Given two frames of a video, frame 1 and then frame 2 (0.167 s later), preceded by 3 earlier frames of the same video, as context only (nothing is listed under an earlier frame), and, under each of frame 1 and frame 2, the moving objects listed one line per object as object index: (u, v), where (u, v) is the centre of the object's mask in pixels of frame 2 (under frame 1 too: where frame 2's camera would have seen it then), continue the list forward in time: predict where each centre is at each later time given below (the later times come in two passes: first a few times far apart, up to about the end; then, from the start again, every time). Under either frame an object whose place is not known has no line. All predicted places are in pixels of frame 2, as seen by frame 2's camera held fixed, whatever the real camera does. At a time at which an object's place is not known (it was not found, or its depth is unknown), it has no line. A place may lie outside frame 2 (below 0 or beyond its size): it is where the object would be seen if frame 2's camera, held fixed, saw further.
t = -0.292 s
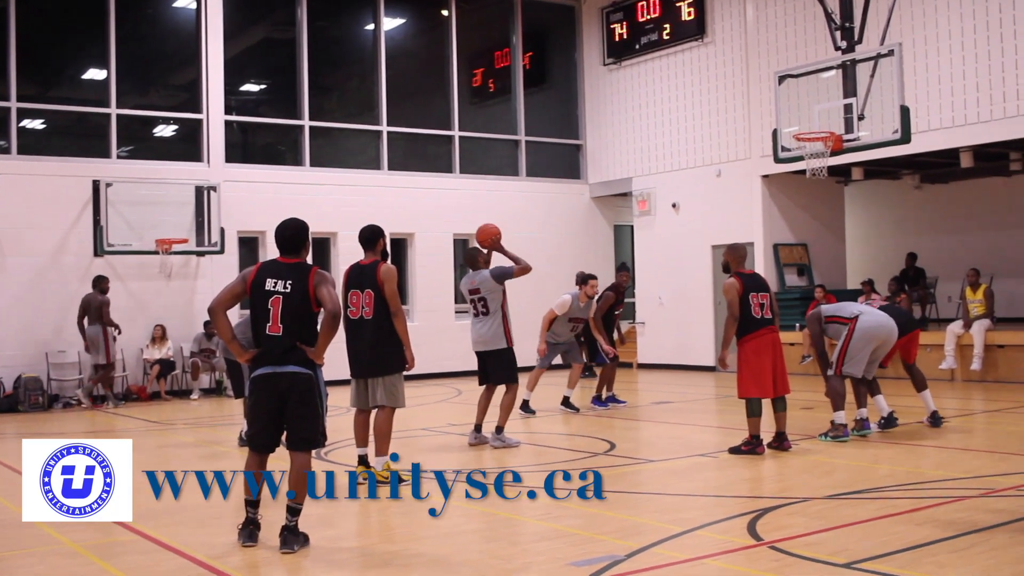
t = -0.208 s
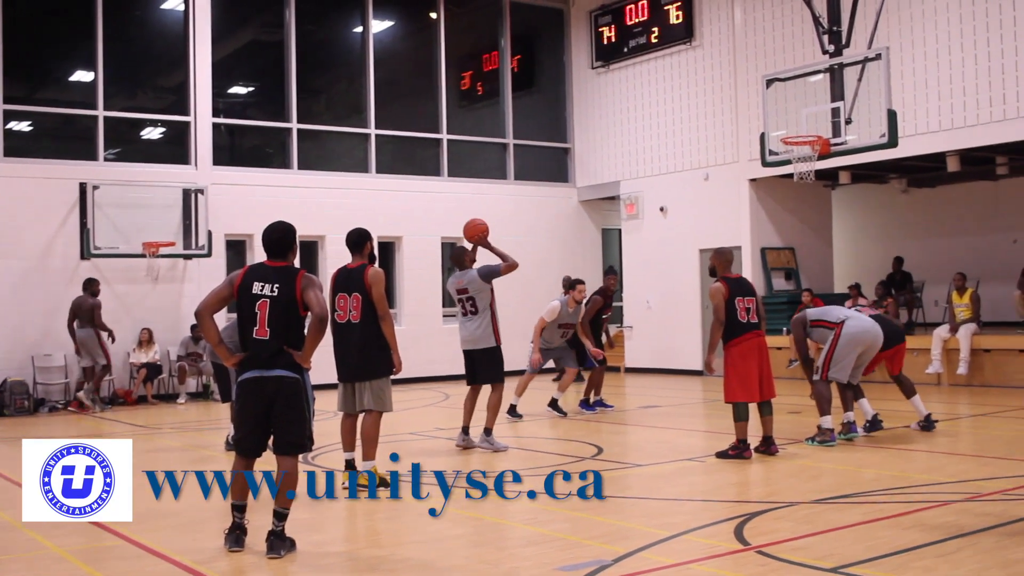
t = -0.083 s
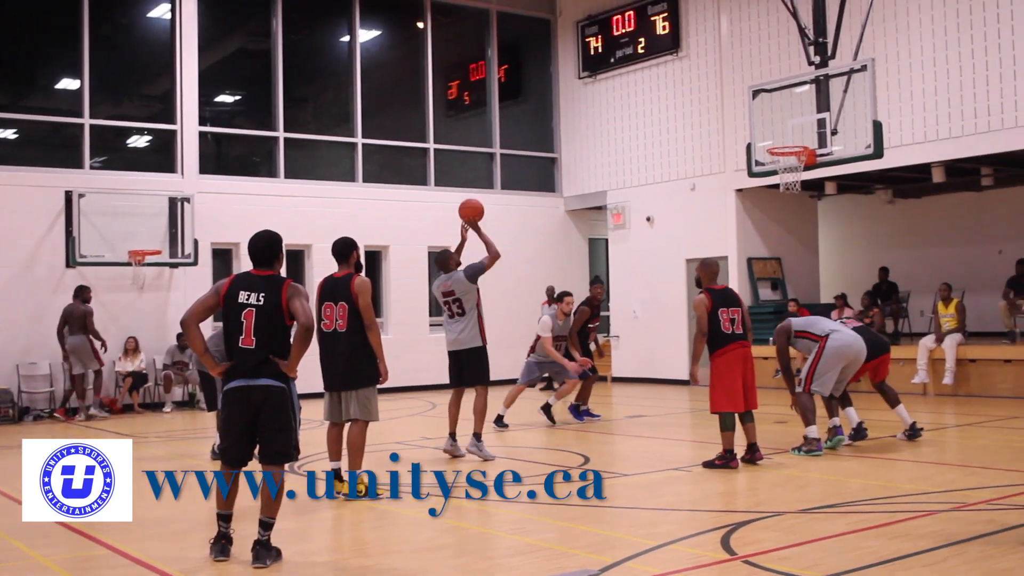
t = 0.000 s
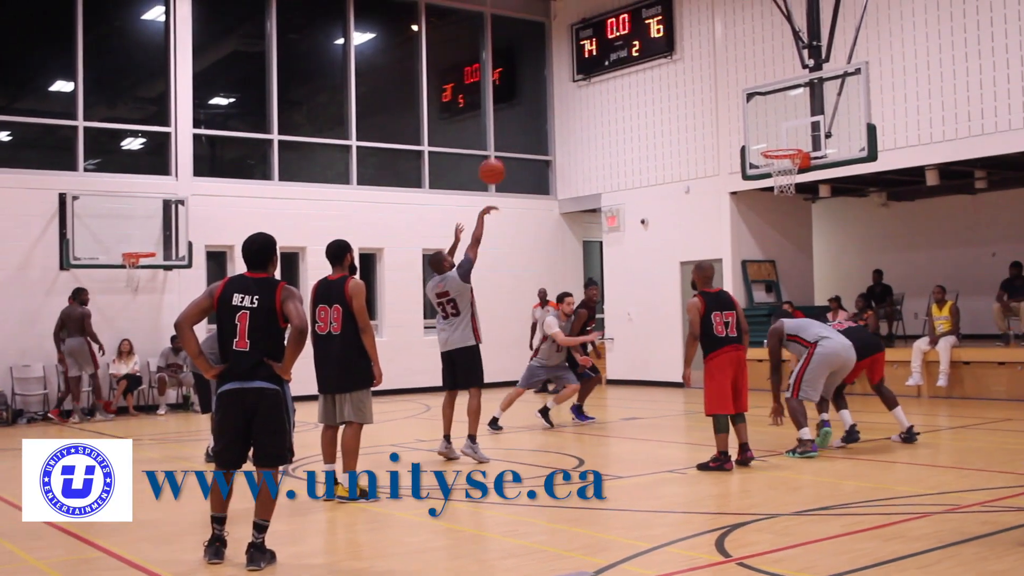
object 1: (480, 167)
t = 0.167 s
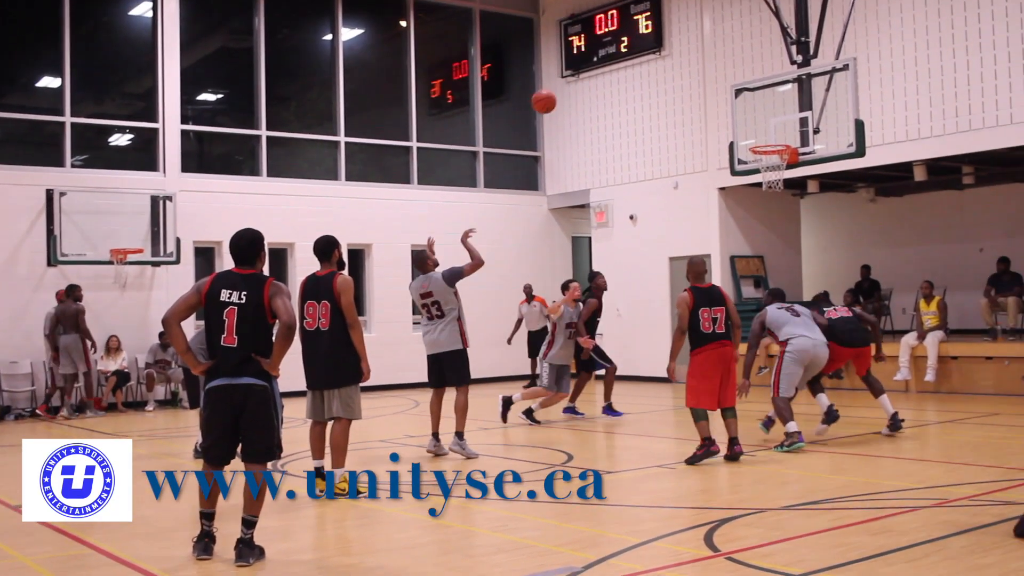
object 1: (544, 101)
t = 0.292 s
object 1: (588, 72)
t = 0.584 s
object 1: (682, 66)
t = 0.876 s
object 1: (766, 131)
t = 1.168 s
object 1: (762, 77)
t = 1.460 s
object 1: (748, 66)
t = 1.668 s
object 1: (738, 108)
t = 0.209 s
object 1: (559, 90)
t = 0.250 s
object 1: (574, 80)
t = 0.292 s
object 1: (588, 72)
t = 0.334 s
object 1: (602, 66)
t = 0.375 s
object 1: (616, 62)
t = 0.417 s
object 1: (630, 60)
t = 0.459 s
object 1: (643, 59)
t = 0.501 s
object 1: (656, 60)
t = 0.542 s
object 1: (669, 62)
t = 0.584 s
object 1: (682, 66)
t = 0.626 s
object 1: (694, 71)
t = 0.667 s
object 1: (707, 78)
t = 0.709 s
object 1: (719, 86)
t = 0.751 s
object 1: (731, 95)
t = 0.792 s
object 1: (743, 106)
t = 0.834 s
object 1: (754, 117)
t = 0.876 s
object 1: (766, 131)
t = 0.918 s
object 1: (775, 139)
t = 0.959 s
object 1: (773, 128)
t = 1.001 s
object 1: (771, 115)
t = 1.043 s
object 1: (769, 104)
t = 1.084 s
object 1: (766, 94)
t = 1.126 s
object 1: (764, 85)
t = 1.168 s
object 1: (762, 77)
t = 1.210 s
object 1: (760, 71)
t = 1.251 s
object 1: (758, 66)
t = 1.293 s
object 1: (756, 63)
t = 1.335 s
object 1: (754, 62)
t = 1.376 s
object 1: (752, 61)
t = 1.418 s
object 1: (750, 63)
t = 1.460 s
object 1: (748, 66)
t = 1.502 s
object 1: (746, 71)
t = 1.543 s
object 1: (744, 77)
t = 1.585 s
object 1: (742, 86)
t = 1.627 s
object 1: (740, 96)
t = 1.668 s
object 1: (738, 108)
